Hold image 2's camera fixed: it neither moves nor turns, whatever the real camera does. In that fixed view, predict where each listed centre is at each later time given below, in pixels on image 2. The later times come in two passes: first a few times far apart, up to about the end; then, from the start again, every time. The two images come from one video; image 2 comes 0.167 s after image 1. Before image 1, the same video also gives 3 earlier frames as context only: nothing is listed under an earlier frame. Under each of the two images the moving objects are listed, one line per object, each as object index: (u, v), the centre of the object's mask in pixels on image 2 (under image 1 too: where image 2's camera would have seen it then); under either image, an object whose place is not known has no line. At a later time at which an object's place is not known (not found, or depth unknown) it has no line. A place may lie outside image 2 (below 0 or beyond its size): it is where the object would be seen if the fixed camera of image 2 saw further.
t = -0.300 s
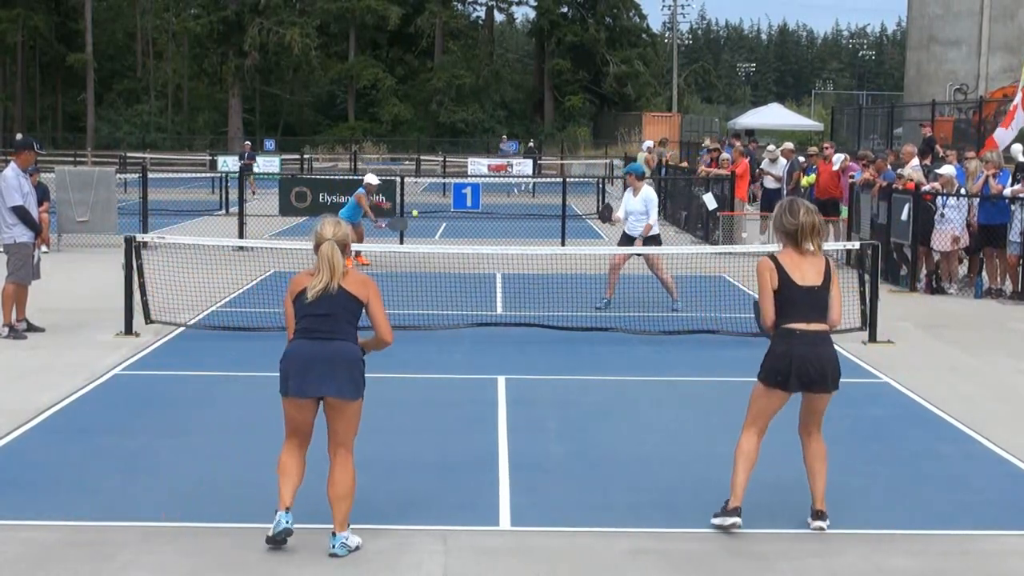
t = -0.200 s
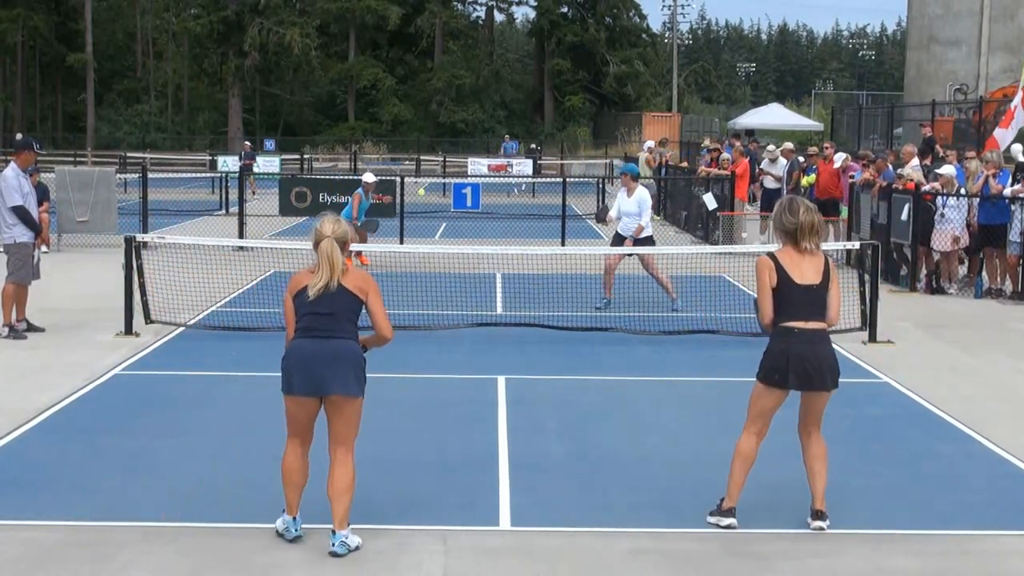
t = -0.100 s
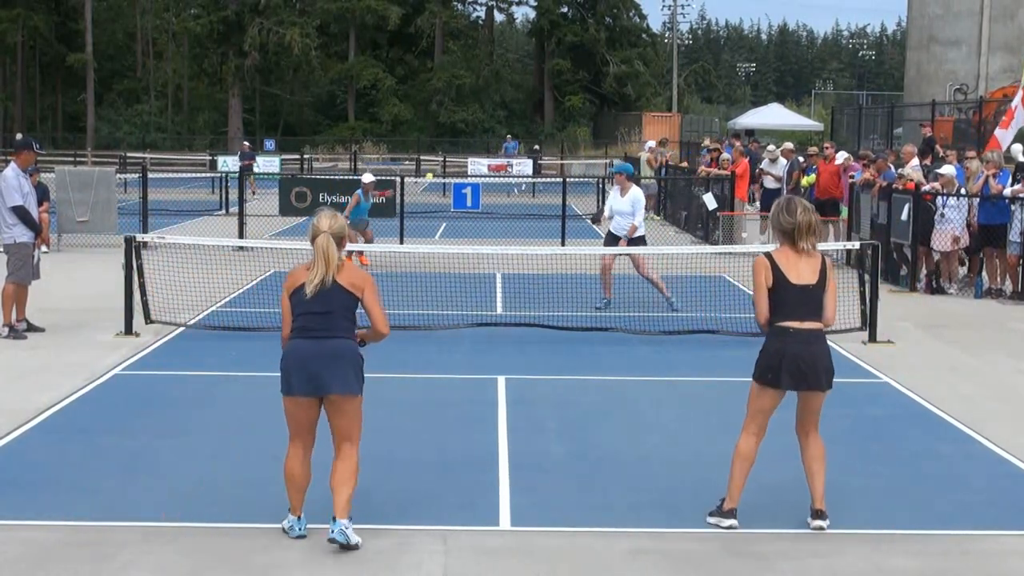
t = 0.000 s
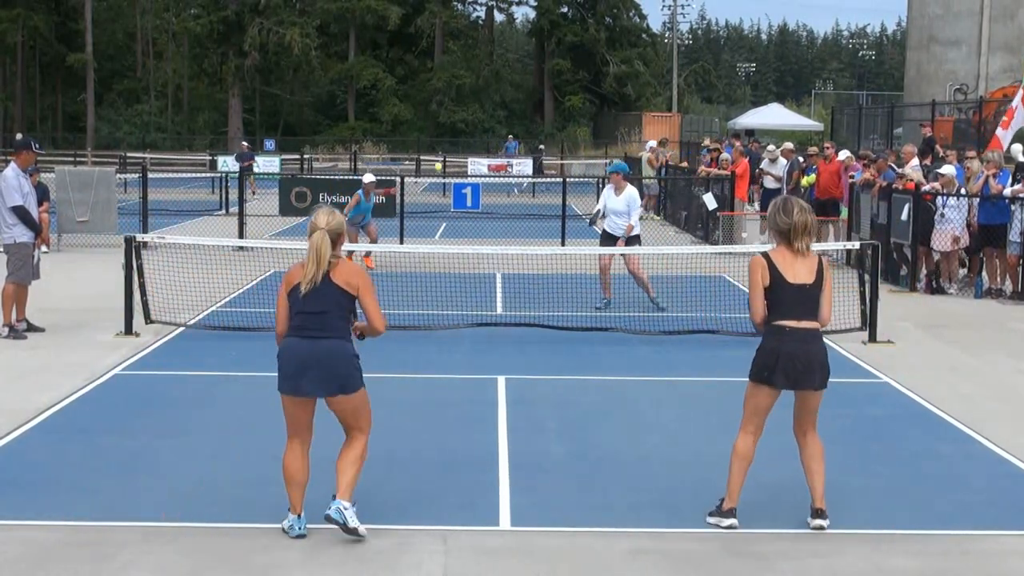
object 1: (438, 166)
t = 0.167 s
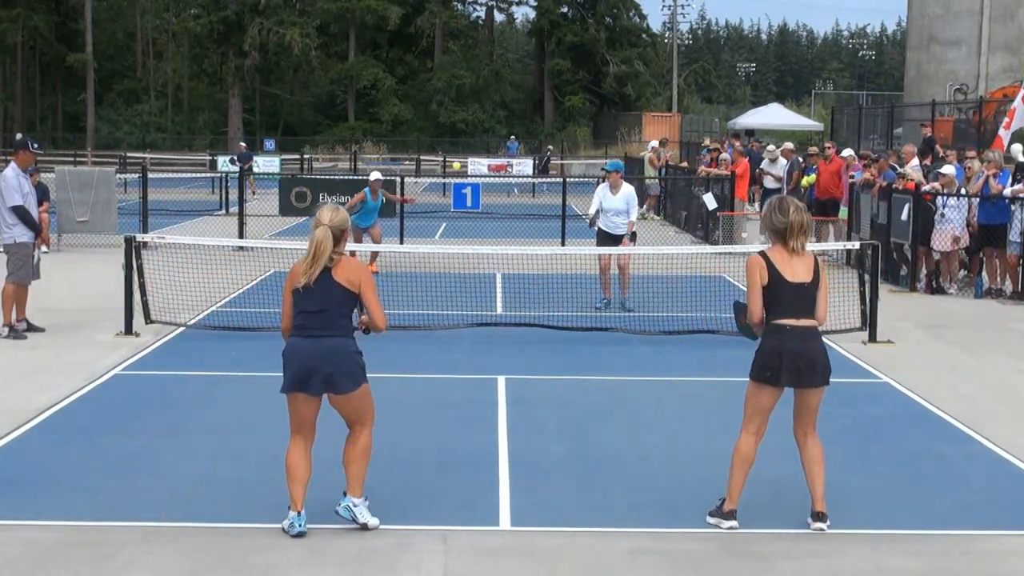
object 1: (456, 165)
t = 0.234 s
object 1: (464, 171)
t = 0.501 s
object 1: (507, 244)
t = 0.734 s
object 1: (557, 395)
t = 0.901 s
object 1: (591, 365)
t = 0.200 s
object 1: (460, 168)
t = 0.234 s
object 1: (464, 171)
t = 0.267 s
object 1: (469, 176)
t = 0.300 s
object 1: (474, 182)
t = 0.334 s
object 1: (479, 189)
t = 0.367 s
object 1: (484, 197)
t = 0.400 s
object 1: (489, 207)
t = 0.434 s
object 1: (495, 218)
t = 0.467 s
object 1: (500, 230)
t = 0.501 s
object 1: (507, 244)
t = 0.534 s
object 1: (513, 260)
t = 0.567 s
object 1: (520, 278)
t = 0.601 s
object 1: (526, 297)
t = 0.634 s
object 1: (533, 318)
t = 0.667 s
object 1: (541, 342)
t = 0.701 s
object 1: (549, 367)
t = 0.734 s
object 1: (557, 395)
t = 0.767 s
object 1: (564, 401)
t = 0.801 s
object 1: (571, 390)
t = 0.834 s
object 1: (577, 380)
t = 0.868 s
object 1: (584, 372)
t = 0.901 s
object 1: (591, 365)
